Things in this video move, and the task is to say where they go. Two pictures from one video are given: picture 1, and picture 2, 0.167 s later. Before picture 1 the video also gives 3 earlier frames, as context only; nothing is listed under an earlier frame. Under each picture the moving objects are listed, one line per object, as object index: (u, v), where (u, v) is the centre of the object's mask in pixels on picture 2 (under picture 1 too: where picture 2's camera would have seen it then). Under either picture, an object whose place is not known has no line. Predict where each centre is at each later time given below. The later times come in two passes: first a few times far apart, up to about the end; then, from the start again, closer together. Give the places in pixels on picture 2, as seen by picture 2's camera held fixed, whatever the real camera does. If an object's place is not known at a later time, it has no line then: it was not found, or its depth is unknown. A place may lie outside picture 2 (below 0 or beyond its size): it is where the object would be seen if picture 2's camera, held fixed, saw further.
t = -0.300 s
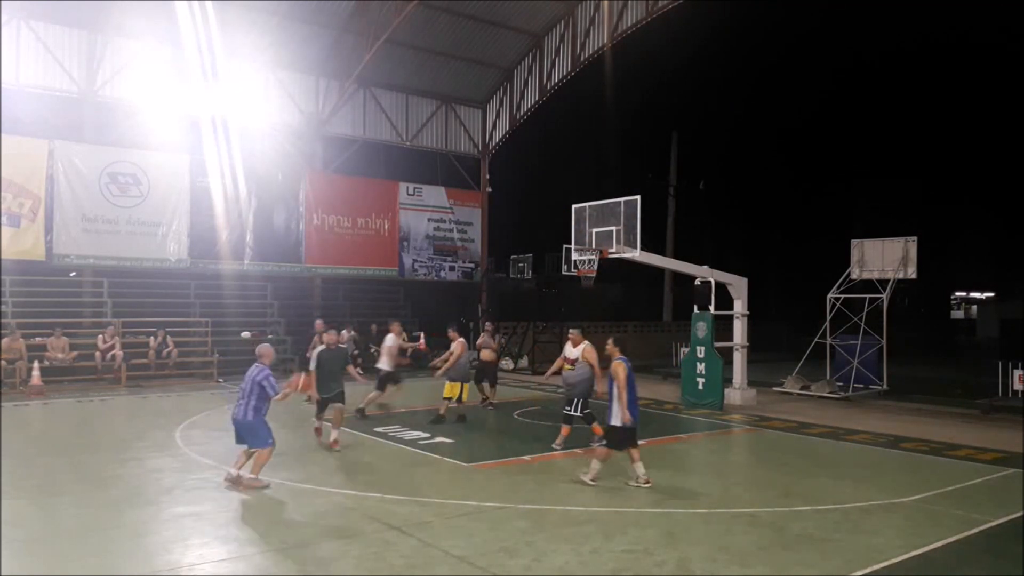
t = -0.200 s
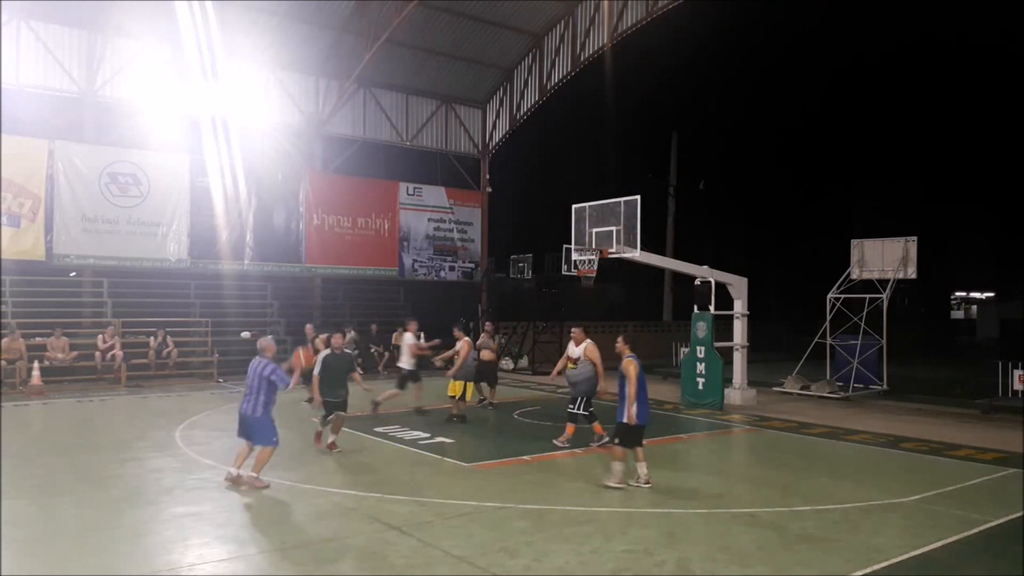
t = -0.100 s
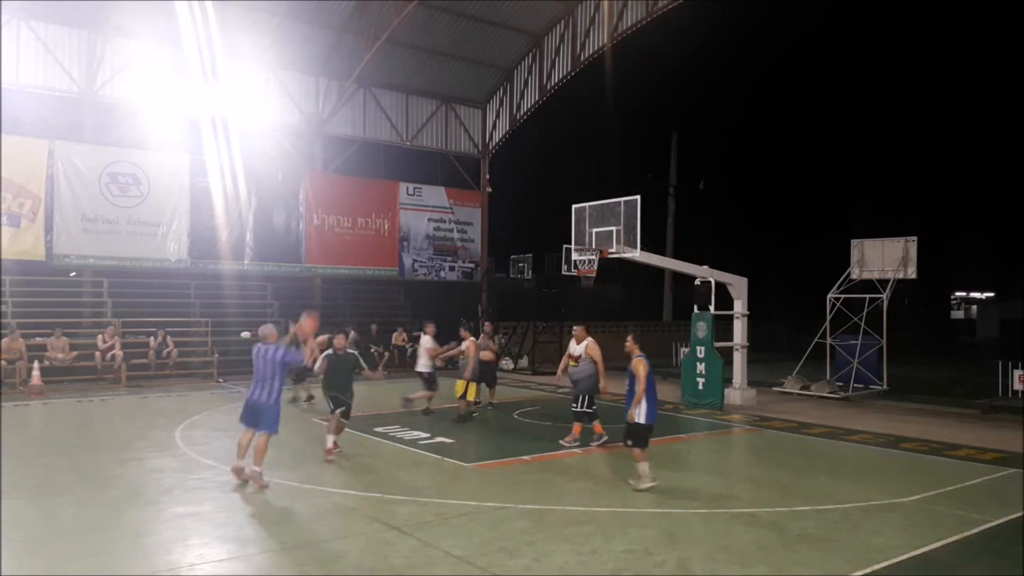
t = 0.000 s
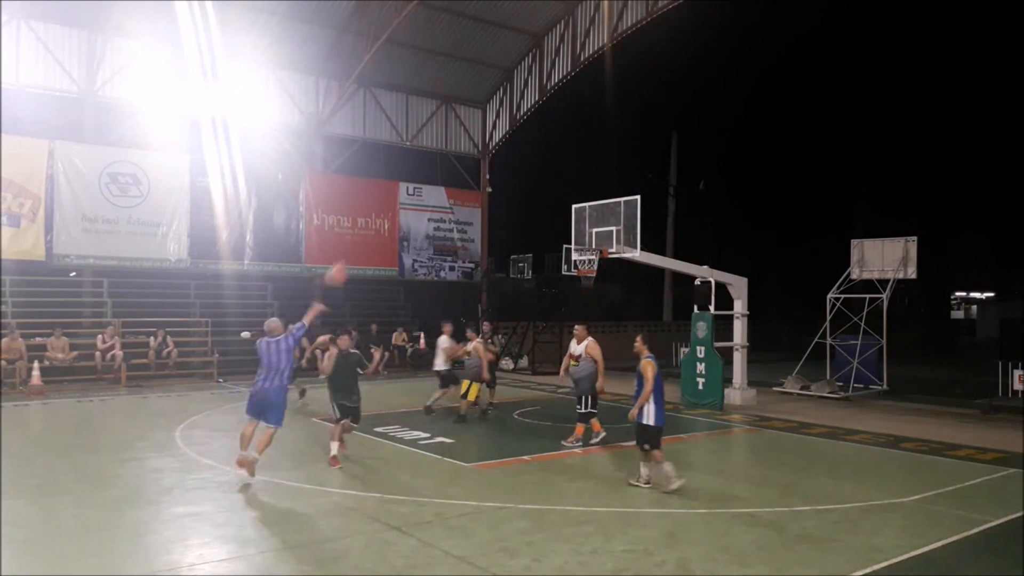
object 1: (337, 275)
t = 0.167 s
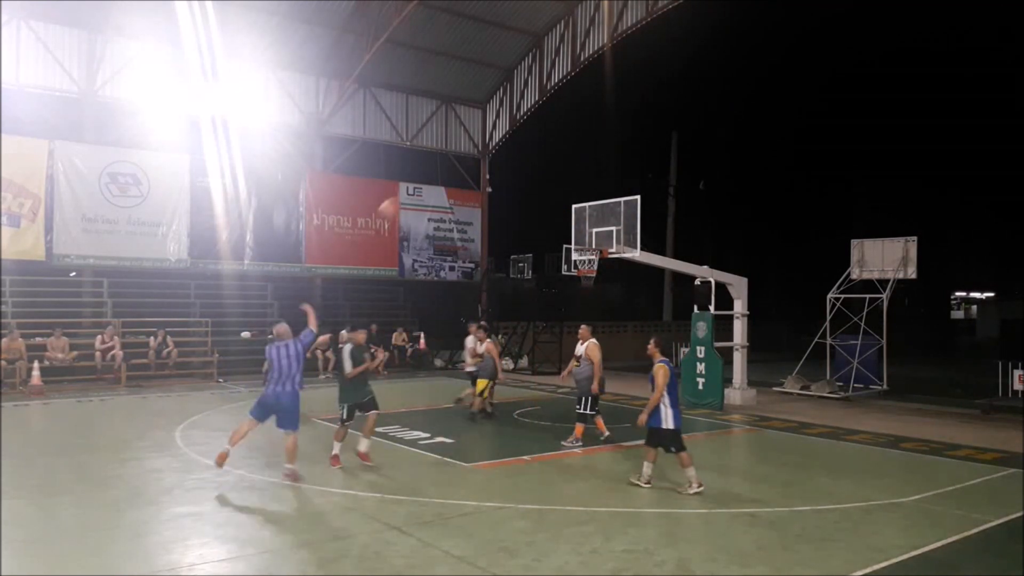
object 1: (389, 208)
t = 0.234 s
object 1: (407, 191)
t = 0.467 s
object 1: (467, 157)
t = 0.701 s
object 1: (514, 162)
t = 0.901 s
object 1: (549, 190)
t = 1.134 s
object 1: (582, 241)
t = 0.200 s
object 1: (398, 199)
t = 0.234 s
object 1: (407, 191)
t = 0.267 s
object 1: (418, 181)
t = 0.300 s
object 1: (426, 176)
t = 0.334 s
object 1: (435, 171)
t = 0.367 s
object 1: (443, 166)
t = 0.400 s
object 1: (451, 162)
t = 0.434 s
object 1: (459, 159)
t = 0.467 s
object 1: (467, 157)
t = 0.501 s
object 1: (473, 156)
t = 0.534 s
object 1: (480, 155)
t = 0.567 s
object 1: (488, 155)
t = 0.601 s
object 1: (495, 156)
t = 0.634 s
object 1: (502, 157)
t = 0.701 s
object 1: (514, 162)
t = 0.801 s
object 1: (532, 174)
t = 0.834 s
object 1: (538, 178)
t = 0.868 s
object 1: (544, 184)
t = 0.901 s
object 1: (549, 190)
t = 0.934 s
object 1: (554, 196)
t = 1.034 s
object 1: (569, 219)
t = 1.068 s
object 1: (574, 226)
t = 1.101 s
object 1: (580, 235)
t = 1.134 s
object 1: (582, 241)
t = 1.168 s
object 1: (584, 236)
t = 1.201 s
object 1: (585, 231)
